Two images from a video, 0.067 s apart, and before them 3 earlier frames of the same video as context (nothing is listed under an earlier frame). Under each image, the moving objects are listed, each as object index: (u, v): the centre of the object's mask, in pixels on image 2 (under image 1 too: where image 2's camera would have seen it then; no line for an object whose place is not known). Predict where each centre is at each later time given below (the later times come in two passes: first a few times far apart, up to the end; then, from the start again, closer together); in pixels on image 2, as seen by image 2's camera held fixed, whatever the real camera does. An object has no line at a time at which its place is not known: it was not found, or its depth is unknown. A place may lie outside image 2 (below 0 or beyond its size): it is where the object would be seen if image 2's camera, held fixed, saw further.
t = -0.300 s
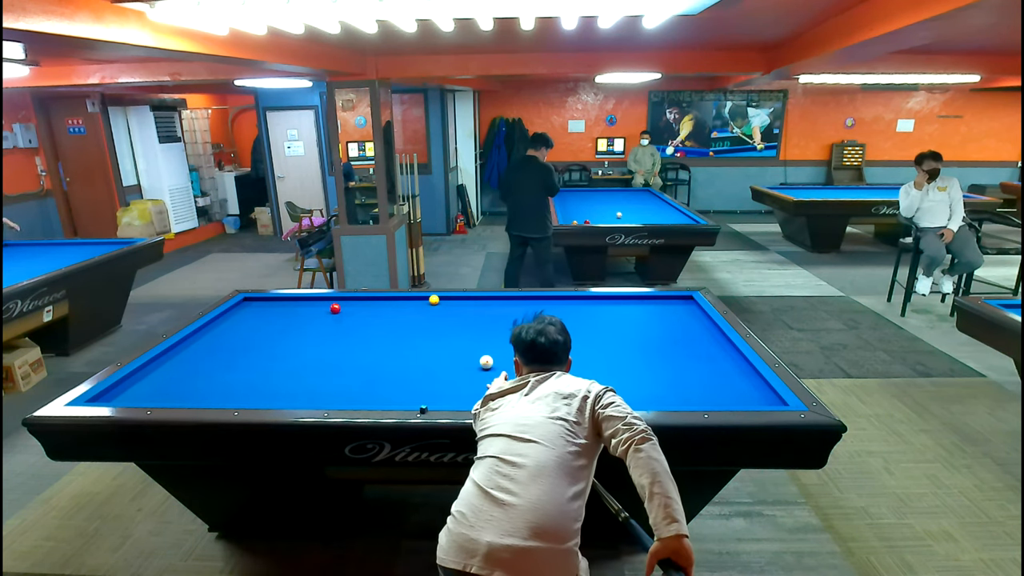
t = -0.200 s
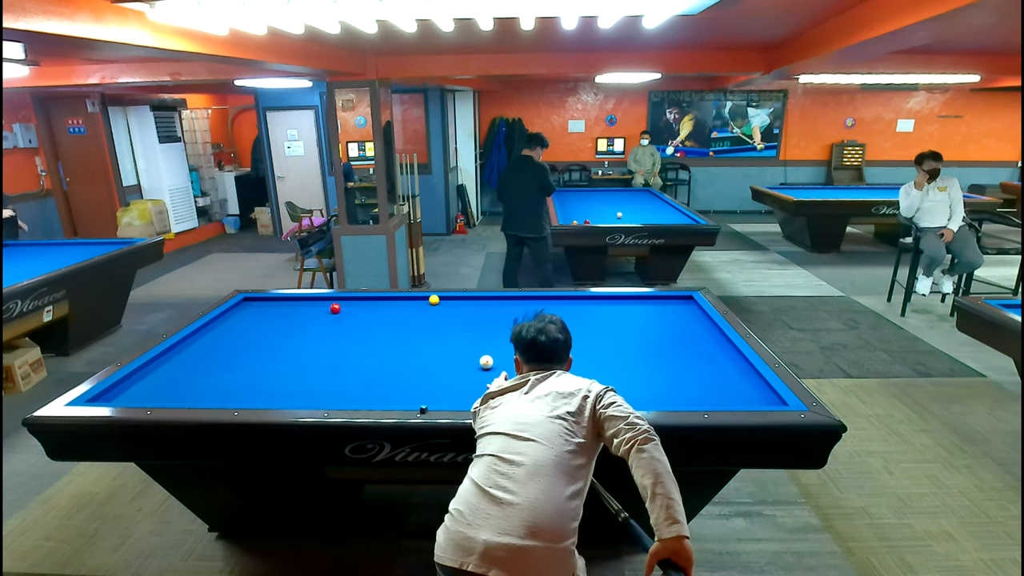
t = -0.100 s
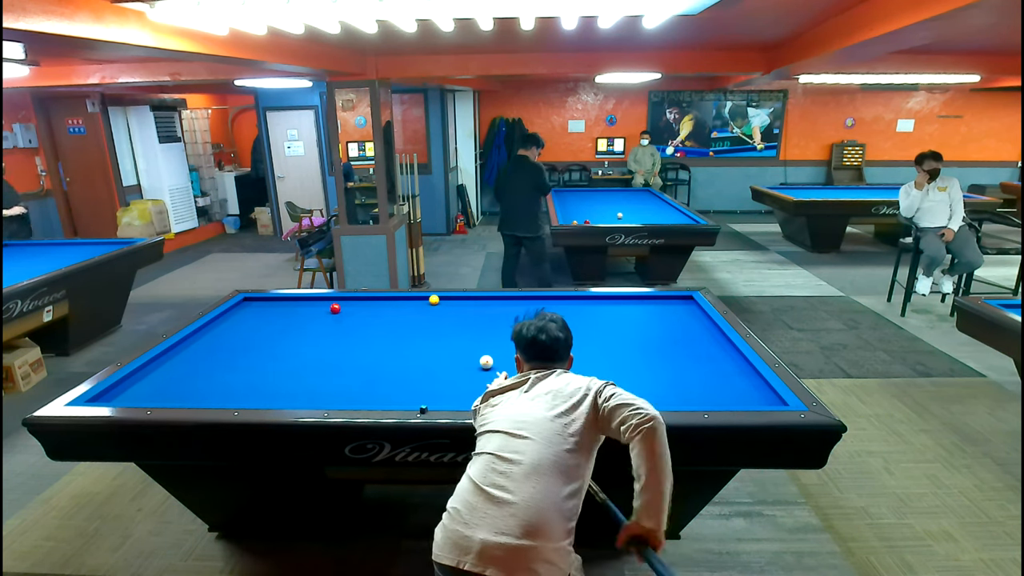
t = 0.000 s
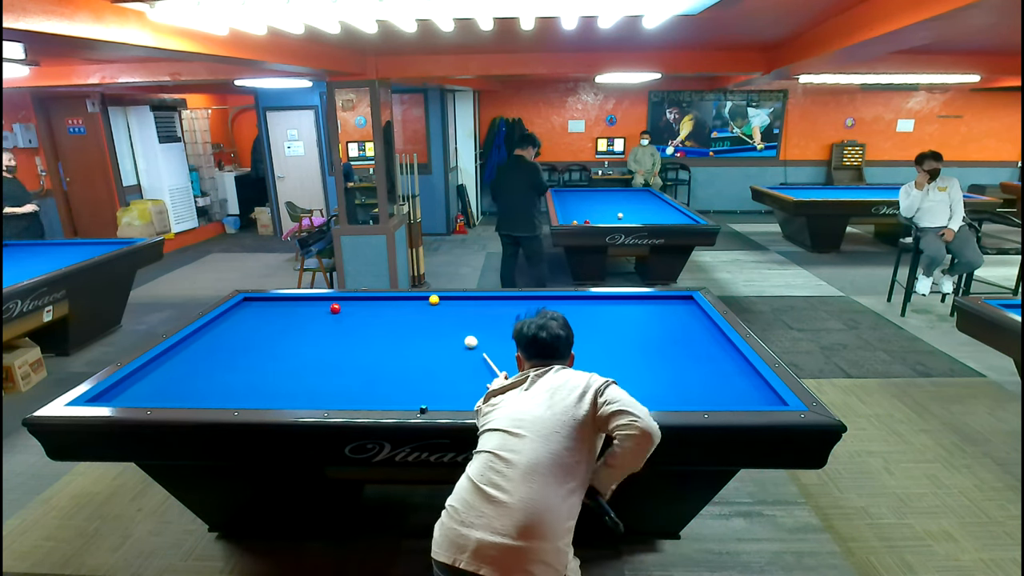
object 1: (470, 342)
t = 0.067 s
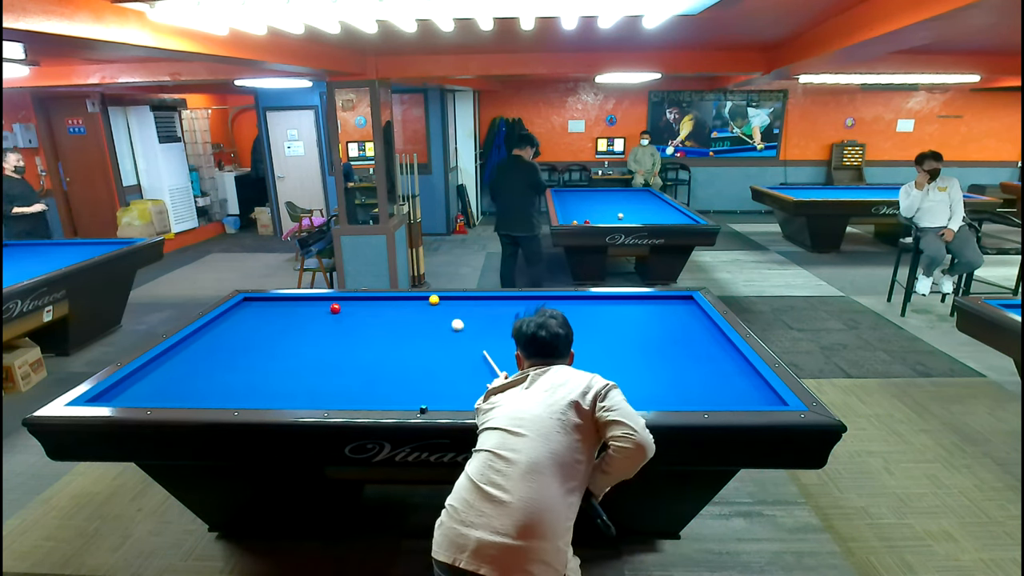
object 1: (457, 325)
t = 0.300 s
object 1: (461, 299)
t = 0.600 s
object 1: (509, 311)
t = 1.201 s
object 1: (613, 332)
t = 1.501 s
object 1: (670, 344)
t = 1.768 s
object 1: (725, 355)
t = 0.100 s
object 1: (451, 317)
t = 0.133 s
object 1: (446, 310)
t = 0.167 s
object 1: (441, 304)
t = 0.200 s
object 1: (443, 301)
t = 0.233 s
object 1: (449, 299)
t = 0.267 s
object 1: (455, 298)
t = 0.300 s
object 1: (461, 299)
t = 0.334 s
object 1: (466, 301)
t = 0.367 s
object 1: (472, 302)
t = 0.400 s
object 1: (477, 304)
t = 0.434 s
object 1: (483, 305)
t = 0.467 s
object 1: (488, 306)
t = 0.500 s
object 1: (494, 307)
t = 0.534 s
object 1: (498, 309)
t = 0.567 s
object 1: (504, 310)
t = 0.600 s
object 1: (509, 311)
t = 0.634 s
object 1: (514, 312)
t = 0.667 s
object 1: (519, 313)
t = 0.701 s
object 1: (524, 313)
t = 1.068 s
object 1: (592, 328)
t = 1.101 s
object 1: (596, 329)
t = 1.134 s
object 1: (601, 330)
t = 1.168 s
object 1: (607, 331)
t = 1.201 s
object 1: (613, 332)
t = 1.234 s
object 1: (619, 334)
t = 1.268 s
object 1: (626, 334)
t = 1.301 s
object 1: (632, 336)
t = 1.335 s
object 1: (638, 337)
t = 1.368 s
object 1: (644, 338)
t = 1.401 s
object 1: (651, 340)
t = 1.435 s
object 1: (657, 341)
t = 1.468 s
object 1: (664, 342)
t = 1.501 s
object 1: (670, 344)
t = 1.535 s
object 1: (677, 345)
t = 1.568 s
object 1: (684, 347)
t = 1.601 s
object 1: (690, 348)
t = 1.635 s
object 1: (697, 349)
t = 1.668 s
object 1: (704, 351)
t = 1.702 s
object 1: (711, 352)
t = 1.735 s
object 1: (718, 354)
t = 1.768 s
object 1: (725, 355)
